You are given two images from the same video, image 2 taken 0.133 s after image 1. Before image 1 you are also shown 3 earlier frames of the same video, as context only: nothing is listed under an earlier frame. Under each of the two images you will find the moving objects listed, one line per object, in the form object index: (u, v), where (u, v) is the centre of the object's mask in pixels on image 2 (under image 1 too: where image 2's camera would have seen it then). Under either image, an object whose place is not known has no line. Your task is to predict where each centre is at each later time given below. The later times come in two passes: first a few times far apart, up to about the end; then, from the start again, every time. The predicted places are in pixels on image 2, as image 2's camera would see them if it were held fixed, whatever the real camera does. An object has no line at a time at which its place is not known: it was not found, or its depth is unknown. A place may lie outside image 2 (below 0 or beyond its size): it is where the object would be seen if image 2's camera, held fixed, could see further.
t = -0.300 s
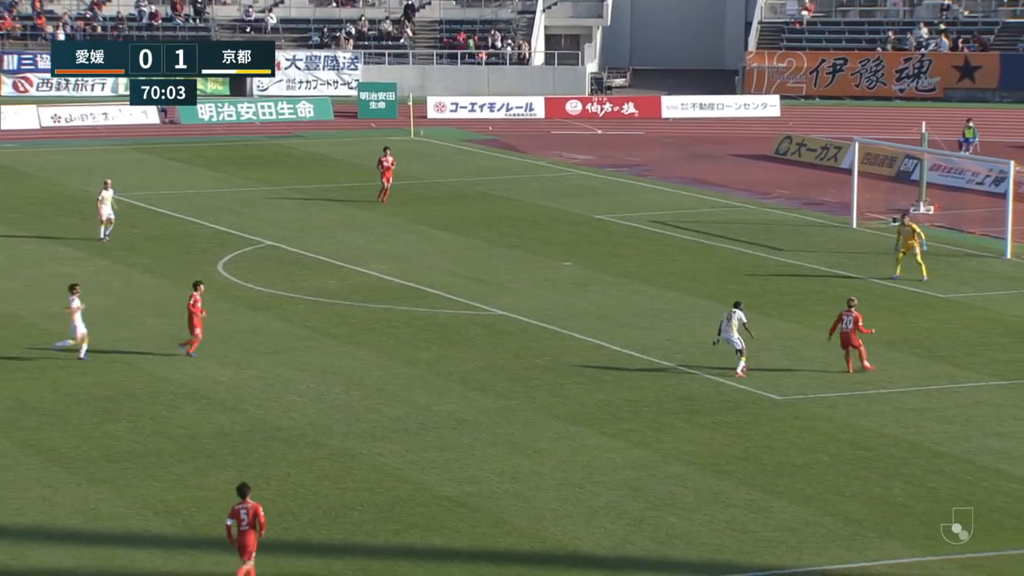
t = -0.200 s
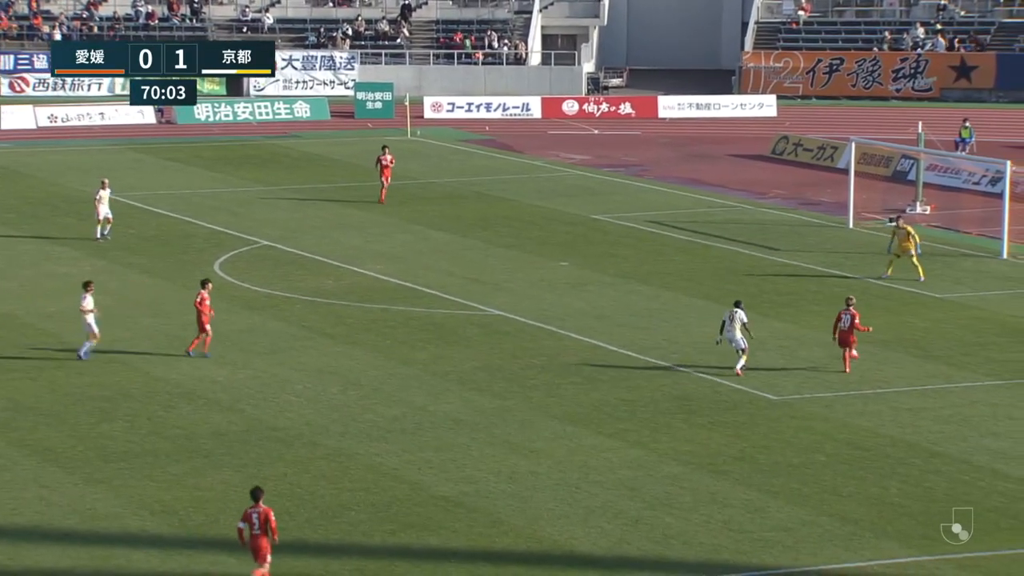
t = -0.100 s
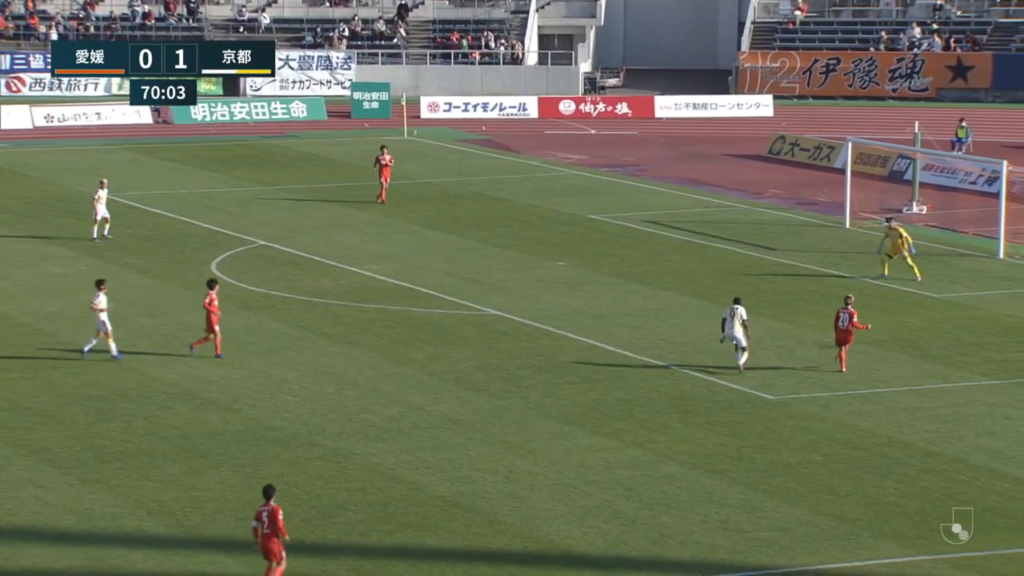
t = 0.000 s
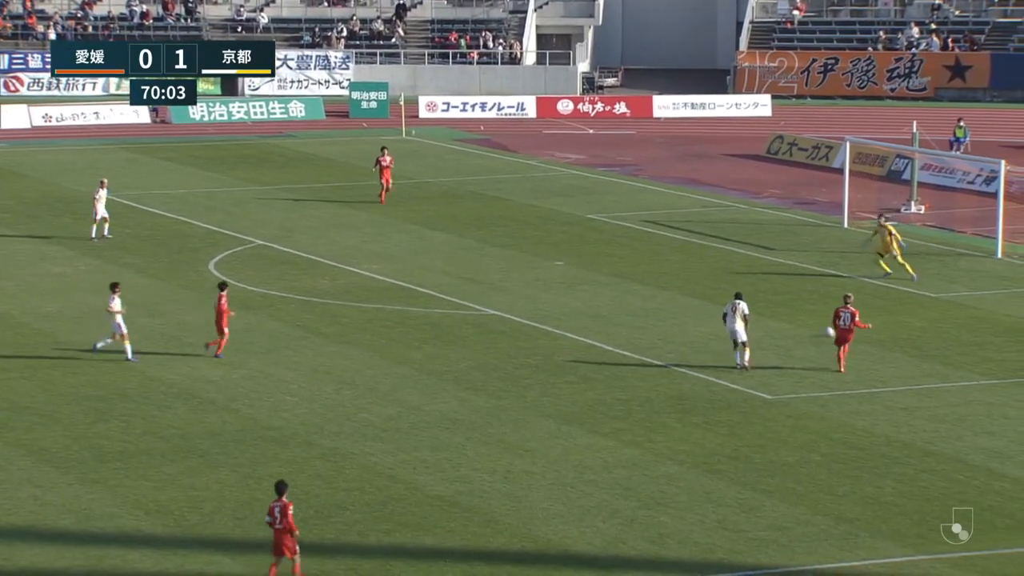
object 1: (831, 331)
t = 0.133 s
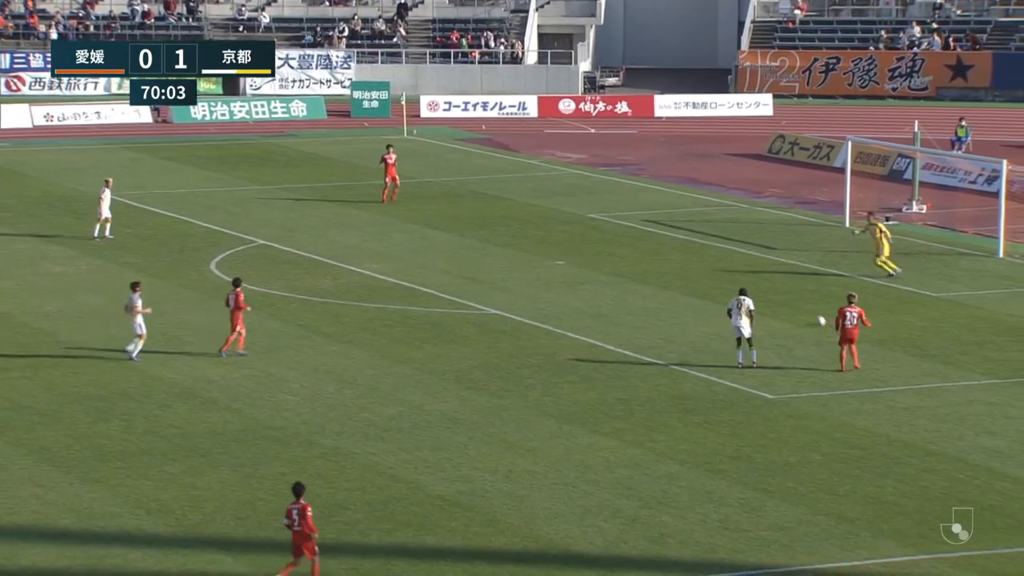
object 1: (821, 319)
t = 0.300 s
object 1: (807, 306)
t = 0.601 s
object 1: (788, 287)
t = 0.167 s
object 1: (818, 316)
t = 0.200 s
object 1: (815, 313)
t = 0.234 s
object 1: (812, 311)
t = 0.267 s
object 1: (809, 307)
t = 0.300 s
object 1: (807, 306)
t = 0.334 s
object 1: (805, 304)
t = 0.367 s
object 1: (802, 302)
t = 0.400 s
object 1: (800, 299)
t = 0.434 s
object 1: (798, 297)
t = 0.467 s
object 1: (796, 295)
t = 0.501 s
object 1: (794, 293)
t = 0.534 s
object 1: (792, 291)
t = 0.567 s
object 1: (790, 289)
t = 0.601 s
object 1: (788, 287)
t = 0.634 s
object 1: (786, 286)
